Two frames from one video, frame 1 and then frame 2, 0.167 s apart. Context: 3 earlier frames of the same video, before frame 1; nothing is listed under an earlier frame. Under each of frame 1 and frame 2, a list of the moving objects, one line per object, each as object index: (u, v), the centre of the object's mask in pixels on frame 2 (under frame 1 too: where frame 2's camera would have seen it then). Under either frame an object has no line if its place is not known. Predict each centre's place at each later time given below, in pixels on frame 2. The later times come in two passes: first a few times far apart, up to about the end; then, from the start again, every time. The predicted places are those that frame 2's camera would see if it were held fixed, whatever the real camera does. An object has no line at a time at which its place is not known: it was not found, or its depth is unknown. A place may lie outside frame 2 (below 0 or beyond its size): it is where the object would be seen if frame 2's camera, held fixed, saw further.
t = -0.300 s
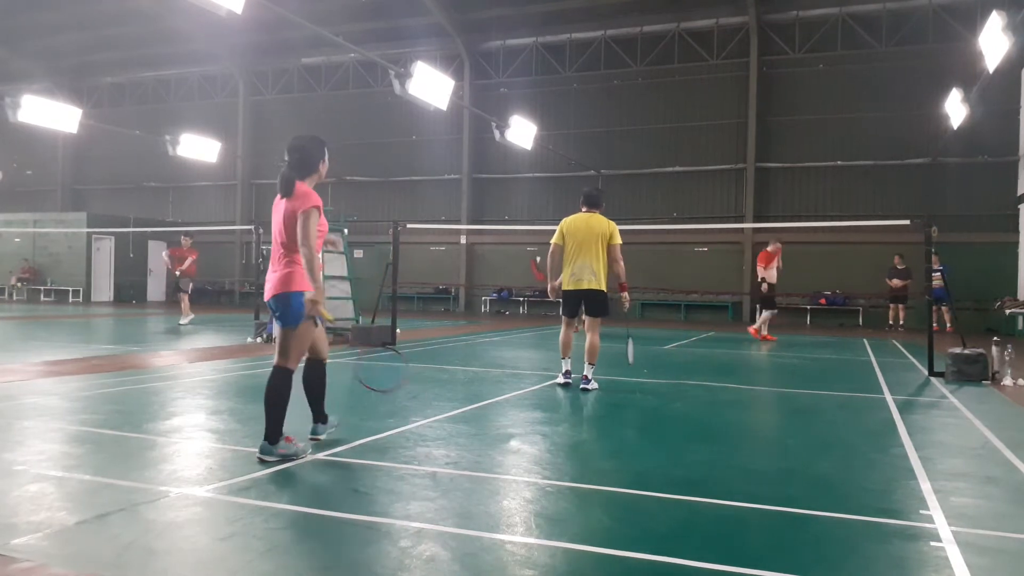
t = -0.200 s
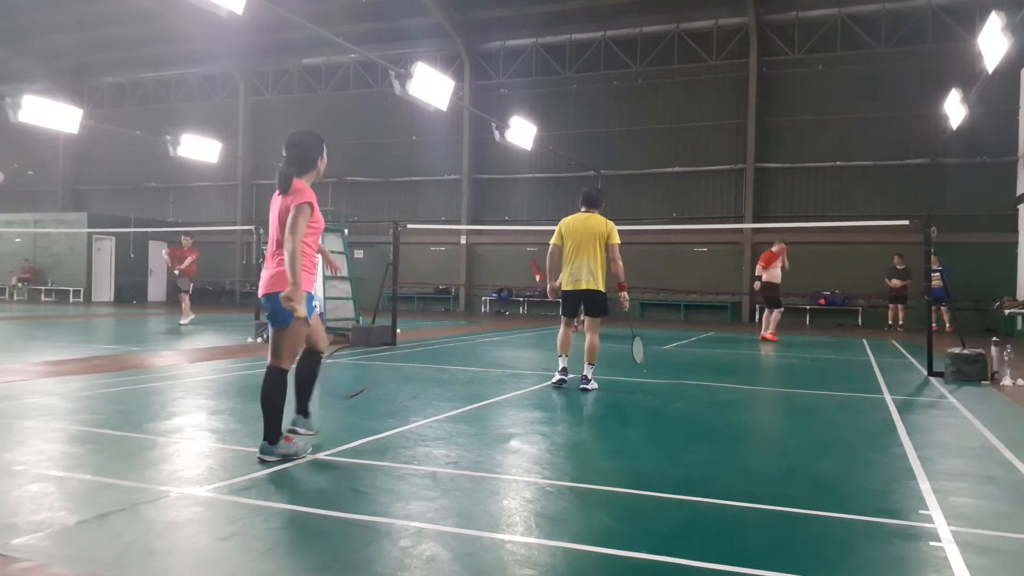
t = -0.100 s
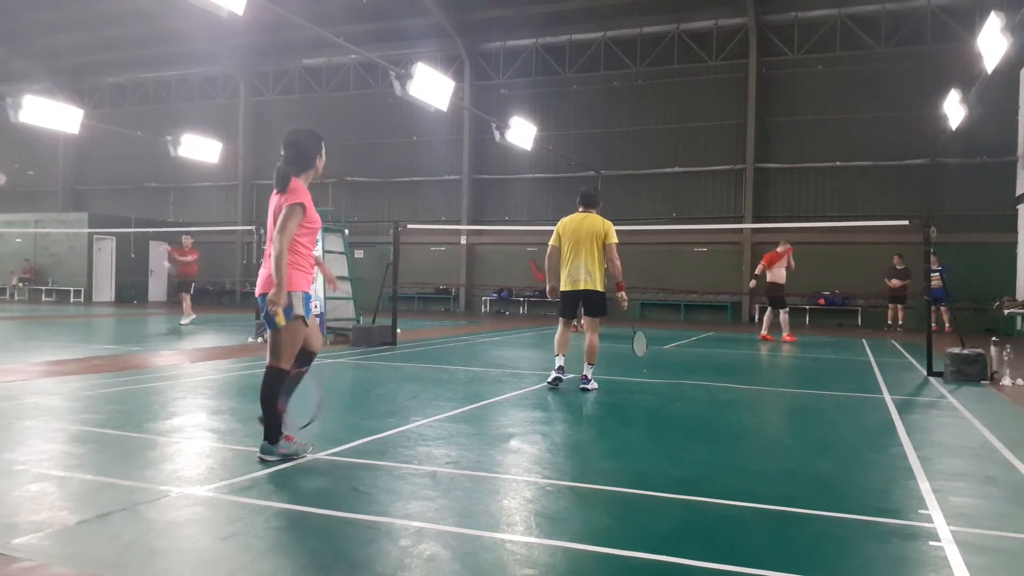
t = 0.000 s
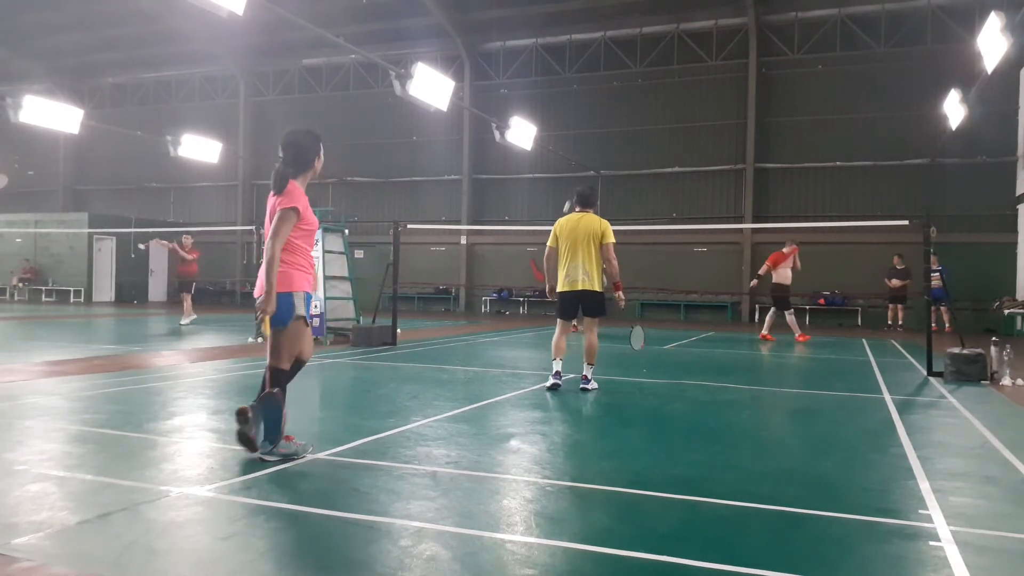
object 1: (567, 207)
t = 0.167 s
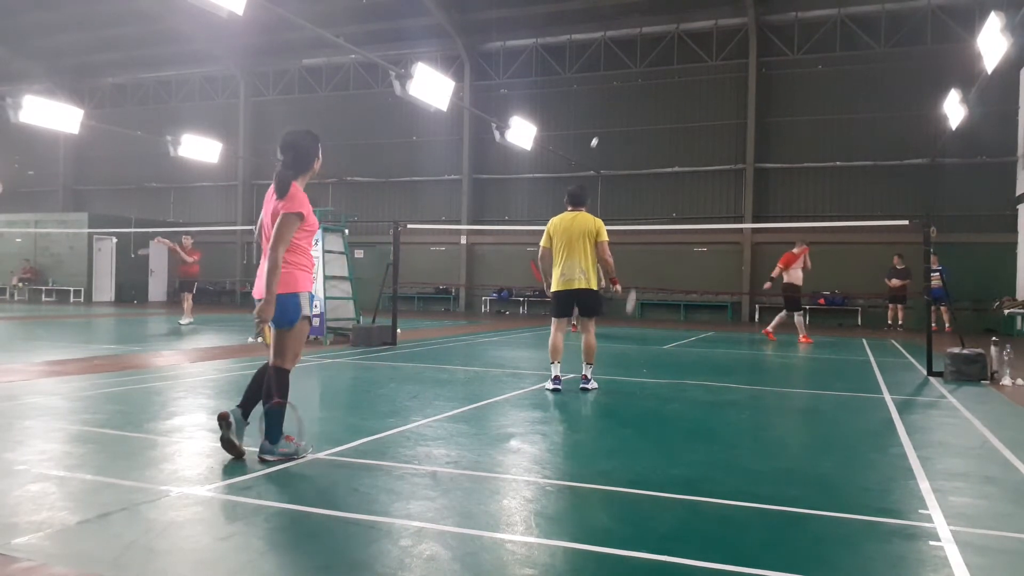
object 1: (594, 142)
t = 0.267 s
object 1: (610, 116)
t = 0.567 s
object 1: (651, 88)
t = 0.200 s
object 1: (600, 133)
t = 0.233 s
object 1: (605, 124)
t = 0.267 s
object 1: (610, 116)
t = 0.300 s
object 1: (614, 109)
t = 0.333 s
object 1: (619, 103)
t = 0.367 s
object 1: (624, 98)
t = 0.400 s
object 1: (628, 94)
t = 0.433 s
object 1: (633, 90)
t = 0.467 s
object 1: (637, 88)
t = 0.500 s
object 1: (642, 87)
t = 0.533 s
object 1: (646, 87)
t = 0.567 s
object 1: (651, 88)
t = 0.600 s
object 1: (656, 90)
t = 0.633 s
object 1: (660, 94)
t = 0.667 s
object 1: (665, 99)
